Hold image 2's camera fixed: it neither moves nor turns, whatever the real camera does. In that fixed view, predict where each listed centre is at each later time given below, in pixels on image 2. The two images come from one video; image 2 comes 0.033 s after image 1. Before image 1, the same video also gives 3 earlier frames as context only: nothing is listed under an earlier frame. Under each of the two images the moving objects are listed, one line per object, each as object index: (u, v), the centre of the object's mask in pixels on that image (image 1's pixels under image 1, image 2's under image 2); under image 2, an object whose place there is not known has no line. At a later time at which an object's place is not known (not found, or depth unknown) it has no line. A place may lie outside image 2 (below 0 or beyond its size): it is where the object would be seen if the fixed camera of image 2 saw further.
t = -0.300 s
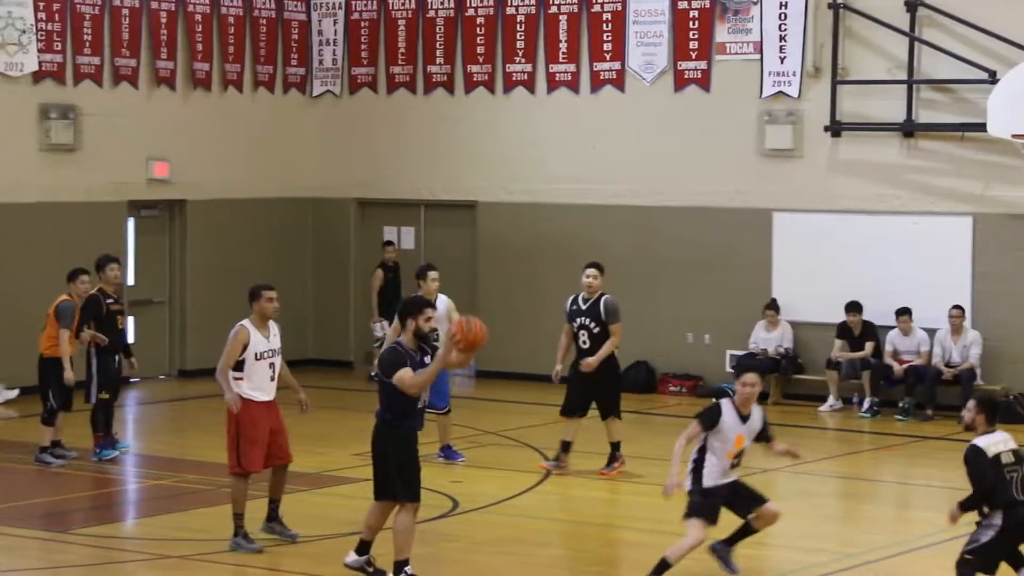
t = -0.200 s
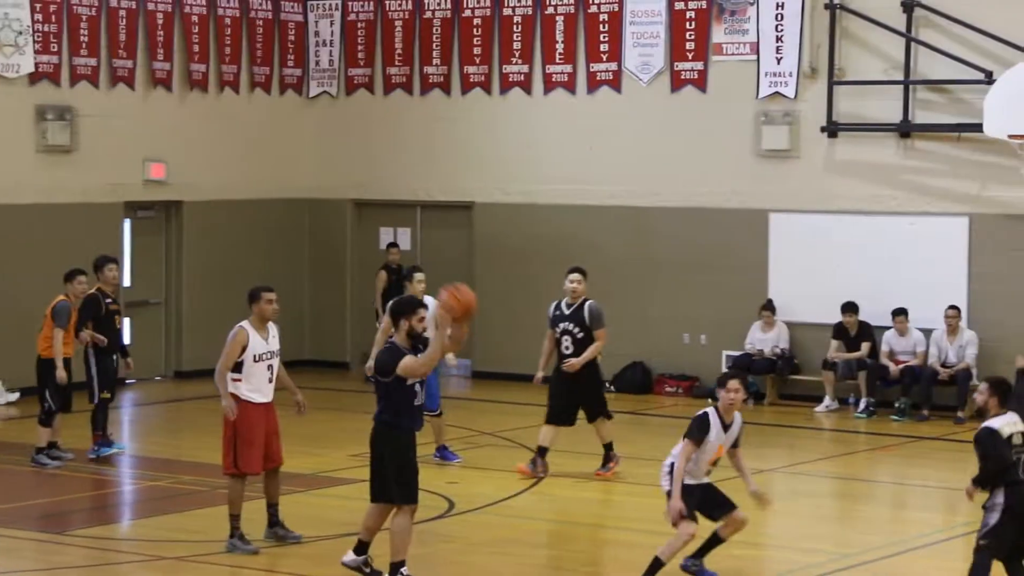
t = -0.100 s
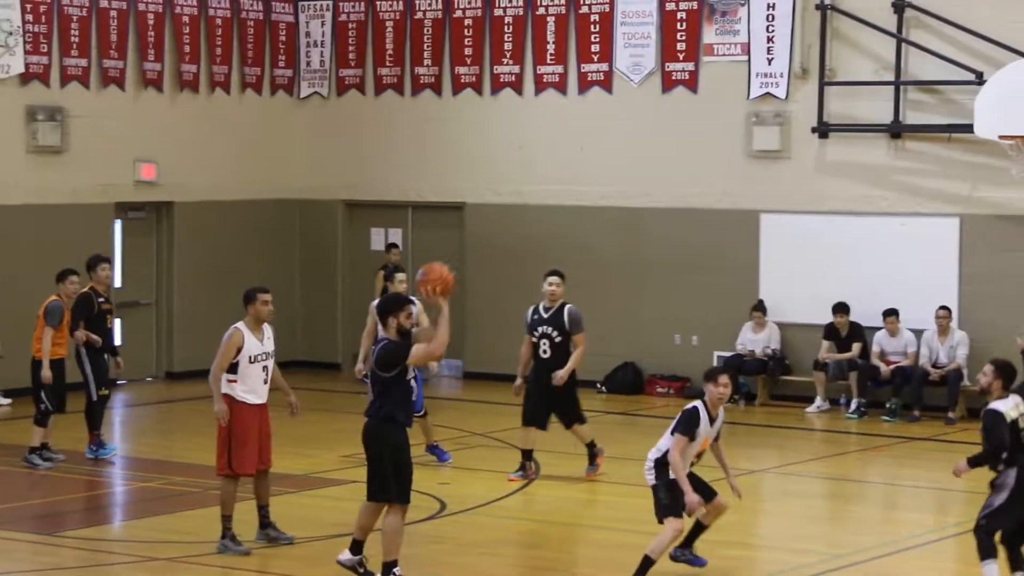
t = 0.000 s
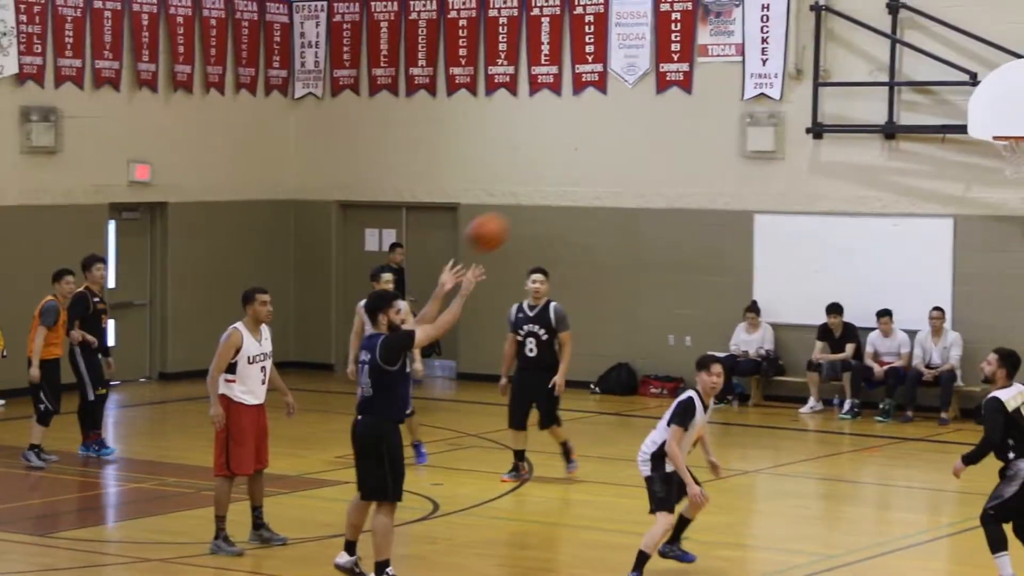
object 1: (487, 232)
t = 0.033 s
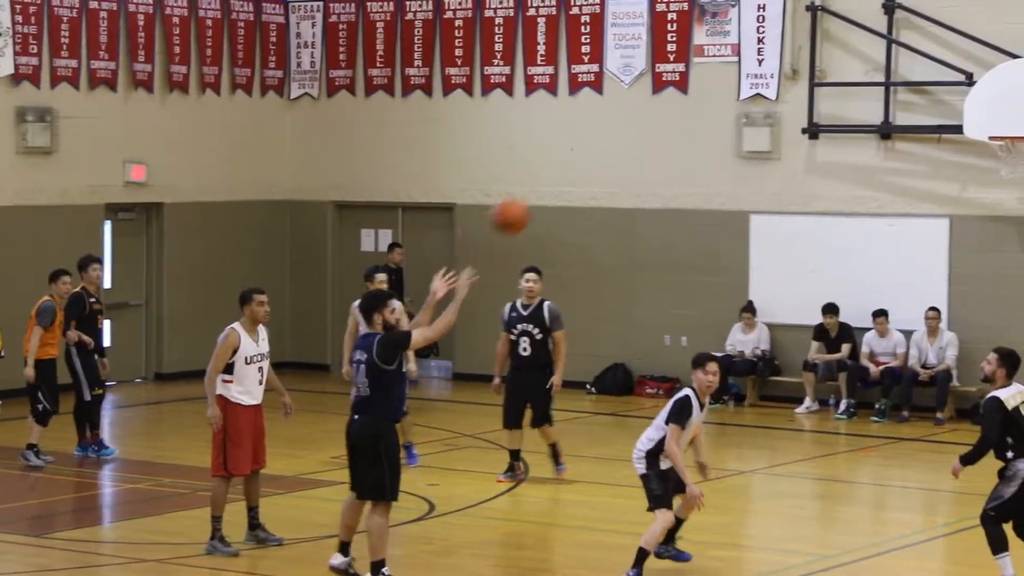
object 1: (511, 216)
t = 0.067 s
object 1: (540, 200)
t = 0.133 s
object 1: (595, 174)
